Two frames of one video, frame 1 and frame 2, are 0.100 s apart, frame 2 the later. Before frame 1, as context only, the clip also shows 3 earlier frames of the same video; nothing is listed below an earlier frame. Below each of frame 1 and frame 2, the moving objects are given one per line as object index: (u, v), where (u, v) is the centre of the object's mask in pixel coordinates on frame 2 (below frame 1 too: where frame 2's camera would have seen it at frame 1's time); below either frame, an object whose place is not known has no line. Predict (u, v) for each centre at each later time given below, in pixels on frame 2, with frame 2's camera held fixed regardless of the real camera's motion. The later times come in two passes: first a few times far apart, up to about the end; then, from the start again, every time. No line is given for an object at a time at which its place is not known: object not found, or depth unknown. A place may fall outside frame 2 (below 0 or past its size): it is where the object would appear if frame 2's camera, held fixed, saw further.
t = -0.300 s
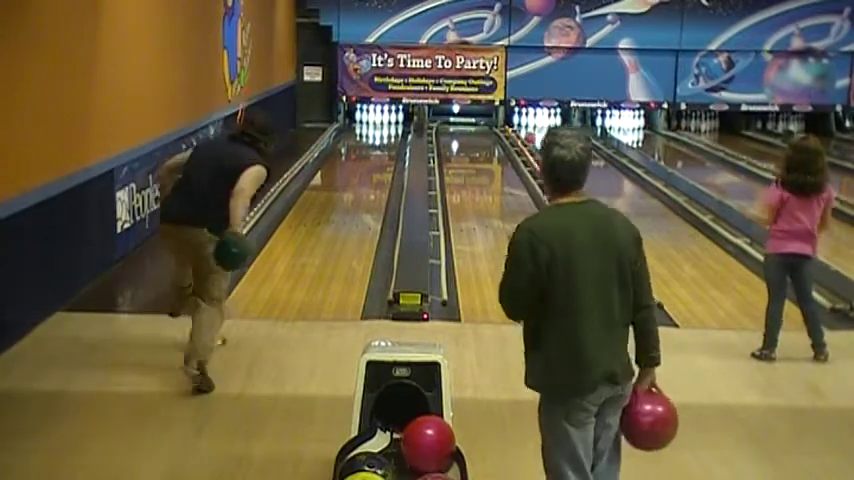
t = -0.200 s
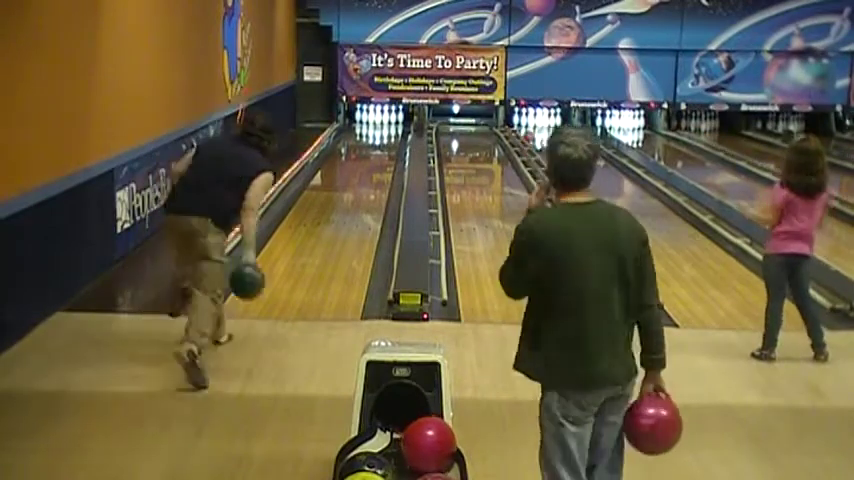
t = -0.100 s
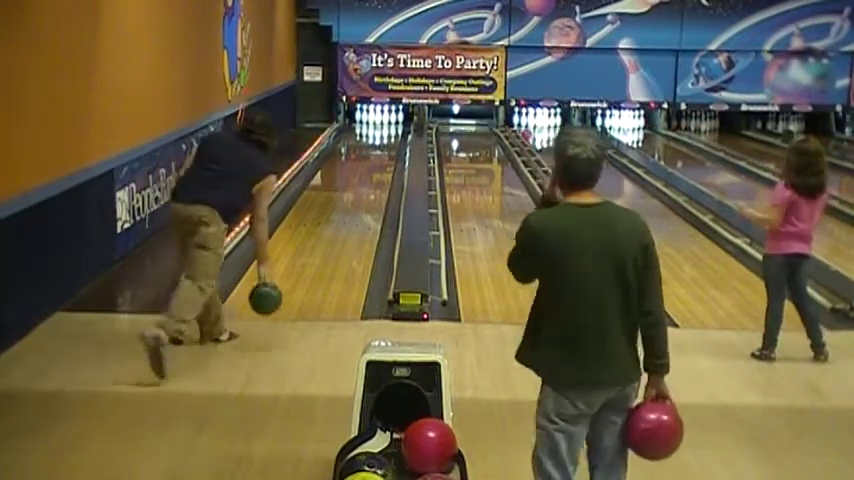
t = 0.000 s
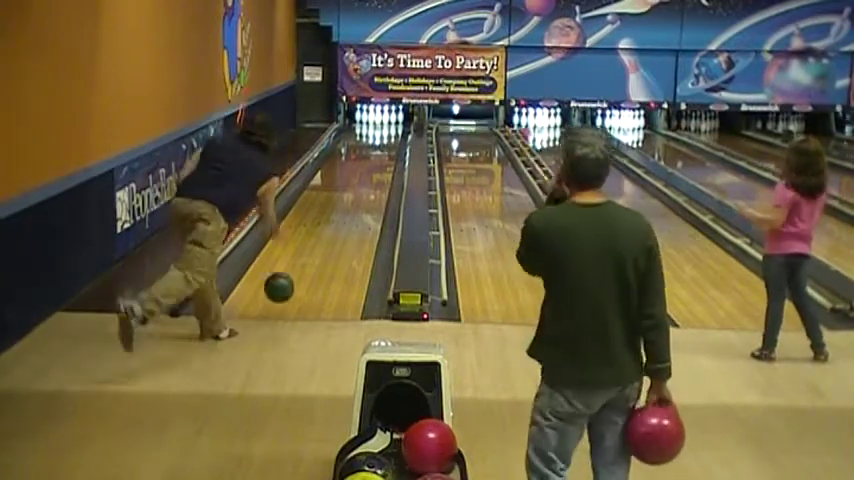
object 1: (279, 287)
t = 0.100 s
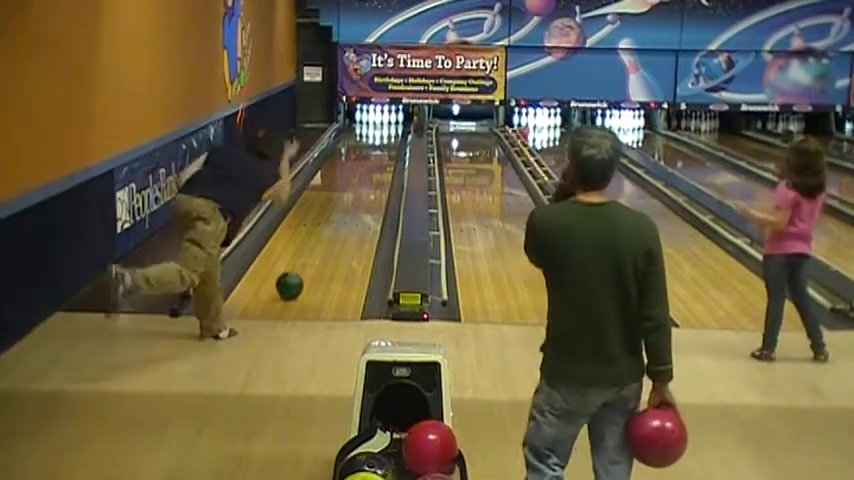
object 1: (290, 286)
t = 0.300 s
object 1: (306, 249)
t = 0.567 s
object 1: (322, 213)
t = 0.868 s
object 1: (335, 187)
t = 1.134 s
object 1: (342, 168)
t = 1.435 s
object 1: (349, 152)
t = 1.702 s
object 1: (355, 141)
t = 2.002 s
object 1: (359, 130)
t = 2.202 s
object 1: (363, 124)
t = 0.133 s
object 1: (293, 278)
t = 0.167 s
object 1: (295, 272)
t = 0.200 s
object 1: (298, 266)
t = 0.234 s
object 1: (301, 260)
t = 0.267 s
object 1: (304, 254)
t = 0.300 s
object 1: (306, 249)
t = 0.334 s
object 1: (308, 244)
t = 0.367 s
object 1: (310, 239)
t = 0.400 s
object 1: (313, 235)
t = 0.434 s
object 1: (314, 231)
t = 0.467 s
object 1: (316, 226)
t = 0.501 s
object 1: (318, 222)
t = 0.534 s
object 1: (320, 218)
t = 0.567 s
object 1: (322, 213)
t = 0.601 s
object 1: (324, 210)
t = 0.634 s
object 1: (325, 208)
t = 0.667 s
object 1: (326, 204)
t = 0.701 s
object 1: (328, 201)
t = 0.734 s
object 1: (329, 198)
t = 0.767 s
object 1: (330, 197)
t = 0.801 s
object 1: (332, 192)
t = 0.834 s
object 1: (333, 190)
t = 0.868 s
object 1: (335, 187)
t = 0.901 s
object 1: (336, 183)
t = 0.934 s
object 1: (337, 181)
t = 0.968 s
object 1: (338, 179)
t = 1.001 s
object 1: (339, 178)
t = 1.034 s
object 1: (340, 174)
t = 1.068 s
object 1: (341, 171)
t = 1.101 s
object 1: (342, 170)
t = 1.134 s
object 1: (342, 168)
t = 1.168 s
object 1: (344, 166)
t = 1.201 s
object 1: (345, 162)
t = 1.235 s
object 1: (346, 161)
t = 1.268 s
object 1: (346, 160)
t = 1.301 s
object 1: (347, 158)
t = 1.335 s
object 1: (347, 158)
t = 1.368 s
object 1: (347, 155)
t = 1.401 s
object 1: (346, 154)
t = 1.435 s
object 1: (349, 152)
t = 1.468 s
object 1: (350, 149)
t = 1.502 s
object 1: (351, 149)
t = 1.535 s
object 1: (351, 148)
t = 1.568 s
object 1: (351, 146)
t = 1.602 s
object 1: (353, 145)
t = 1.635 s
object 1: (354, 143)
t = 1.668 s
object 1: (355, 141)
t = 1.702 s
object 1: (355, 141)
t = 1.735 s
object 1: (356, 138)
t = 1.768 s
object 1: (357, 138)
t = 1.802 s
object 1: (357, 137)
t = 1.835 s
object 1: (357, 136)
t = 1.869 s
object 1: (358, 134)
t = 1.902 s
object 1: (358, 131)
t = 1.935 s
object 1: (359, 132)
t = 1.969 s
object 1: (359, 131)
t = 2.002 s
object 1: (359, 130)
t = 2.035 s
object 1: (359, 129)
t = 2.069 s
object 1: (360, 128)
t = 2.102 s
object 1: (360, 127)
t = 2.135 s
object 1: (362, 126)
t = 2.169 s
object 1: (363, 124)
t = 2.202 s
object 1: (363, 124)
